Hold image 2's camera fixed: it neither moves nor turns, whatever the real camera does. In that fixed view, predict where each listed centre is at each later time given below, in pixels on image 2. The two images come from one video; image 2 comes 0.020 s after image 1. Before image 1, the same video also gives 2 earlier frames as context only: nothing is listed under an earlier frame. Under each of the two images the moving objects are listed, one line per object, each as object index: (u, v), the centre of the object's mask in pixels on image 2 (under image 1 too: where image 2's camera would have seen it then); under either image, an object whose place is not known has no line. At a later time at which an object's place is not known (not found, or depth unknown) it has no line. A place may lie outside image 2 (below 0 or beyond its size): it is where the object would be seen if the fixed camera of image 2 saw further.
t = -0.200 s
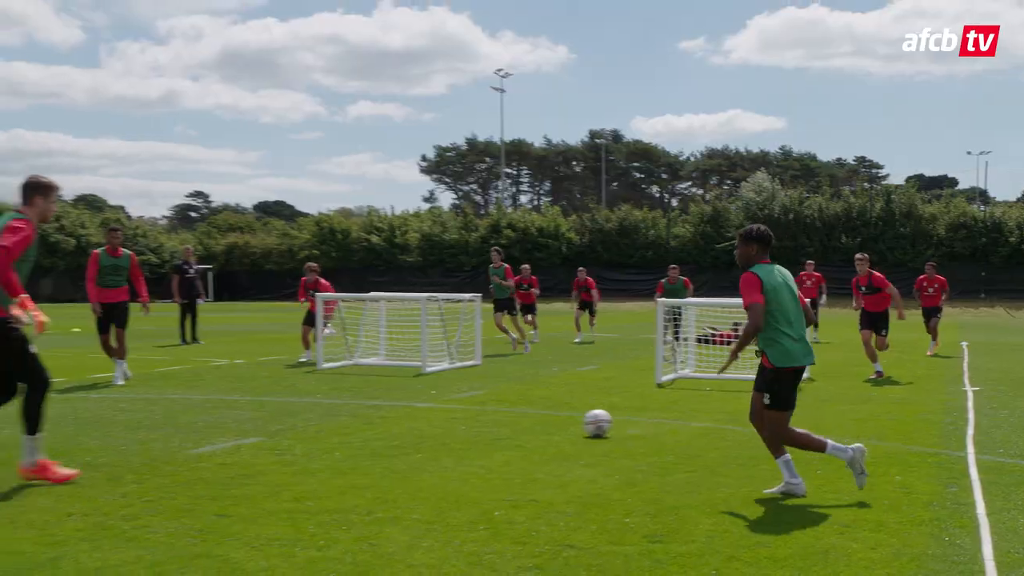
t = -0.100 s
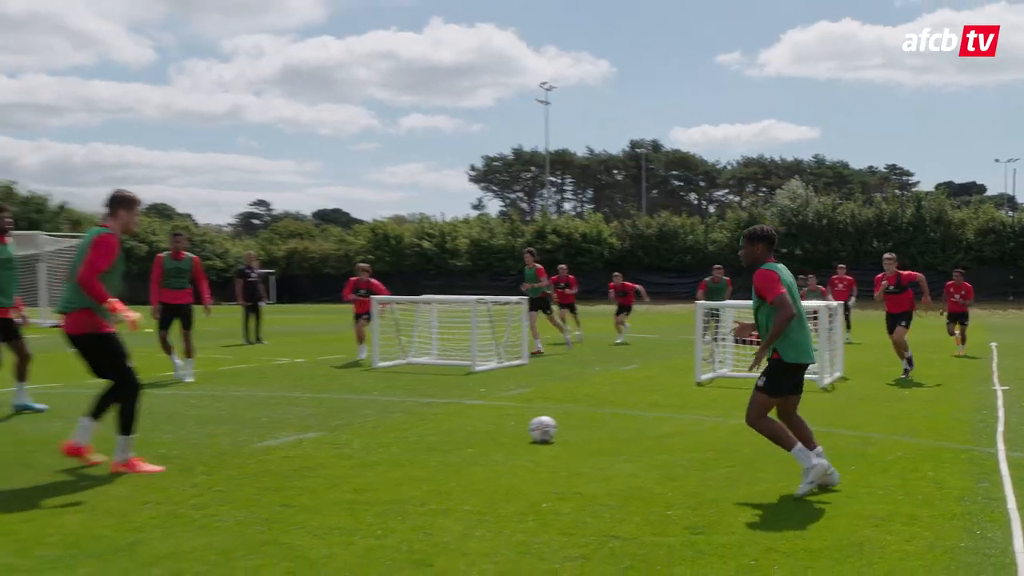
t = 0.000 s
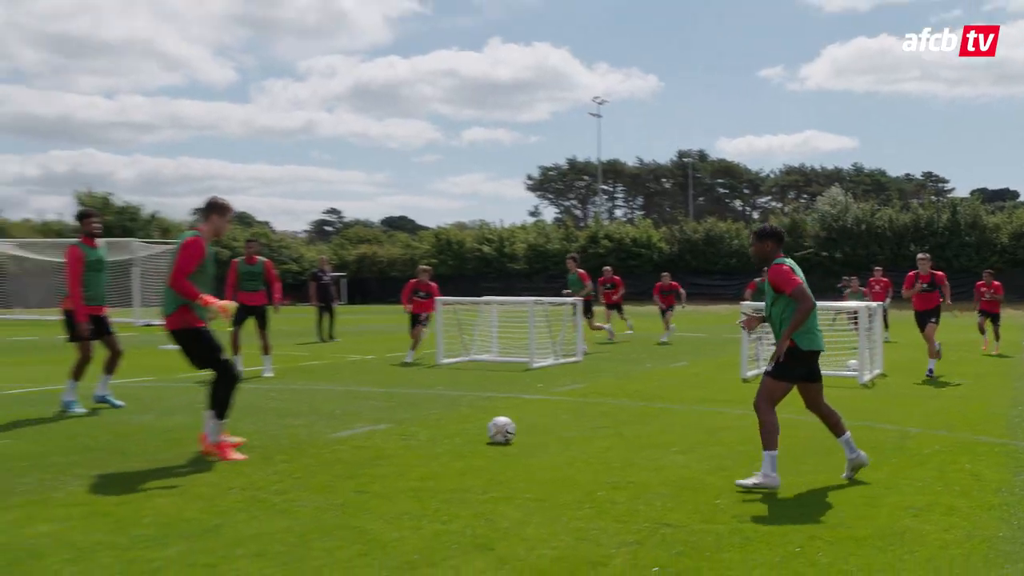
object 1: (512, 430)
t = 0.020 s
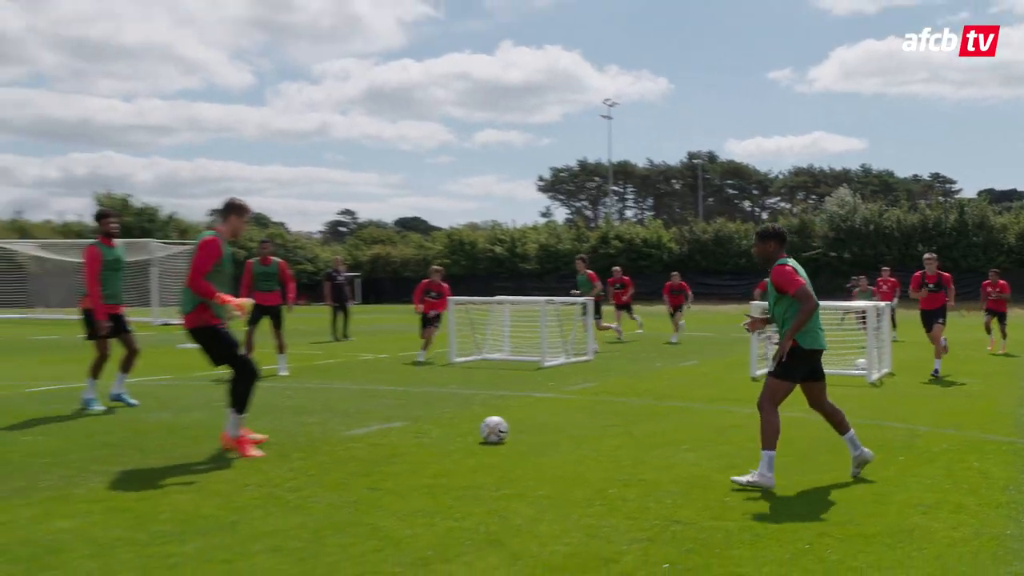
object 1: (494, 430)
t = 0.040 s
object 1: (475, 431)
